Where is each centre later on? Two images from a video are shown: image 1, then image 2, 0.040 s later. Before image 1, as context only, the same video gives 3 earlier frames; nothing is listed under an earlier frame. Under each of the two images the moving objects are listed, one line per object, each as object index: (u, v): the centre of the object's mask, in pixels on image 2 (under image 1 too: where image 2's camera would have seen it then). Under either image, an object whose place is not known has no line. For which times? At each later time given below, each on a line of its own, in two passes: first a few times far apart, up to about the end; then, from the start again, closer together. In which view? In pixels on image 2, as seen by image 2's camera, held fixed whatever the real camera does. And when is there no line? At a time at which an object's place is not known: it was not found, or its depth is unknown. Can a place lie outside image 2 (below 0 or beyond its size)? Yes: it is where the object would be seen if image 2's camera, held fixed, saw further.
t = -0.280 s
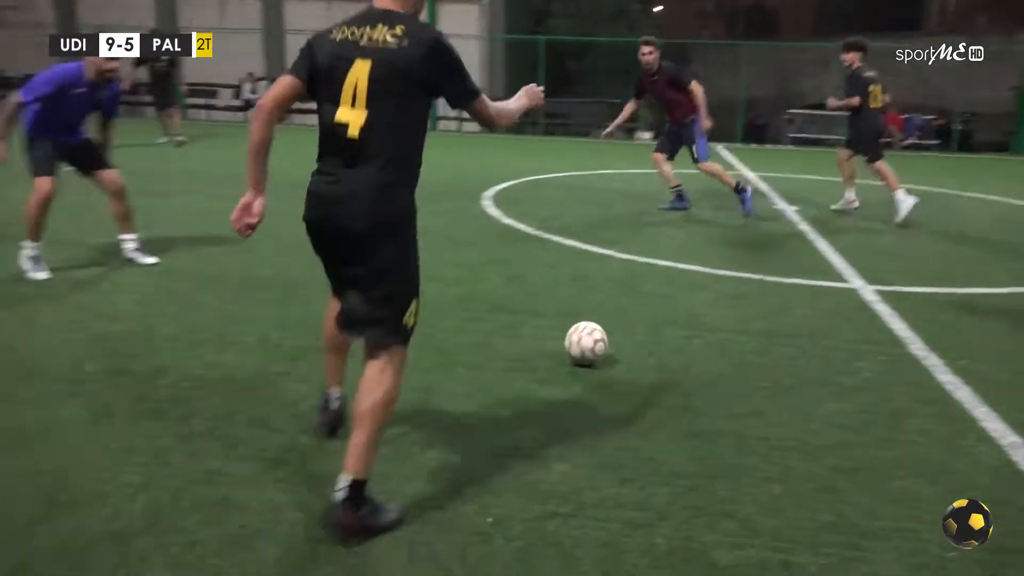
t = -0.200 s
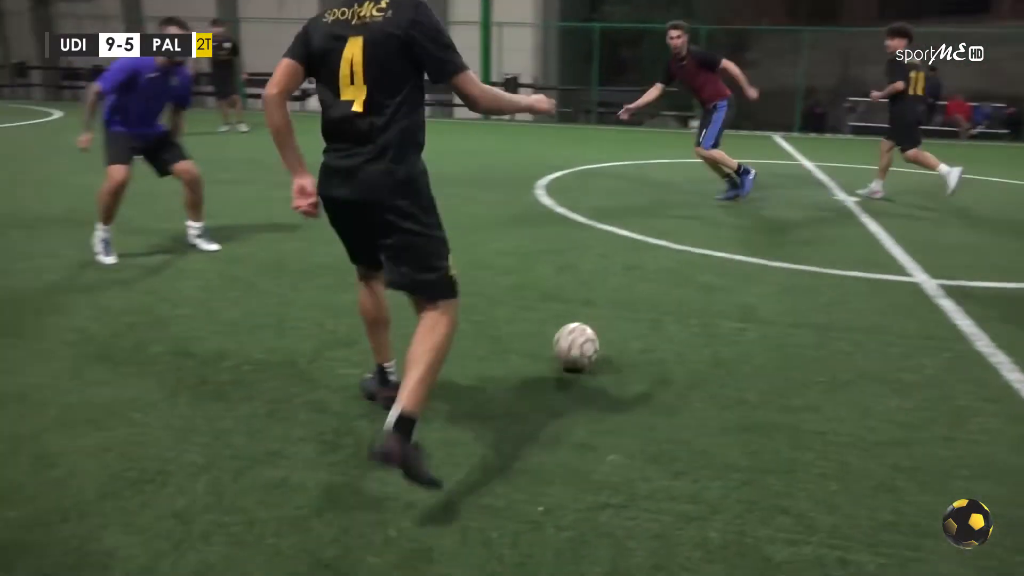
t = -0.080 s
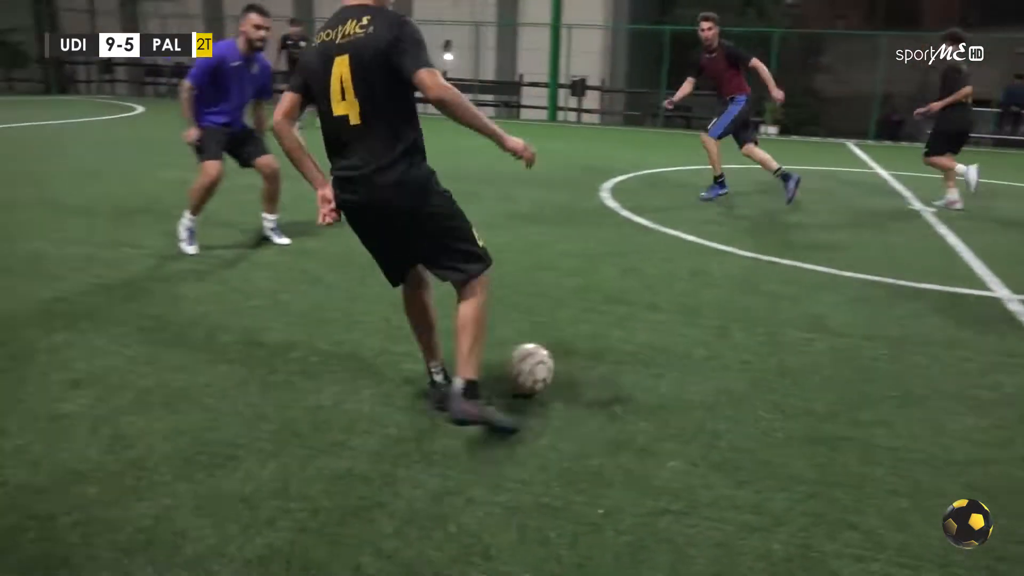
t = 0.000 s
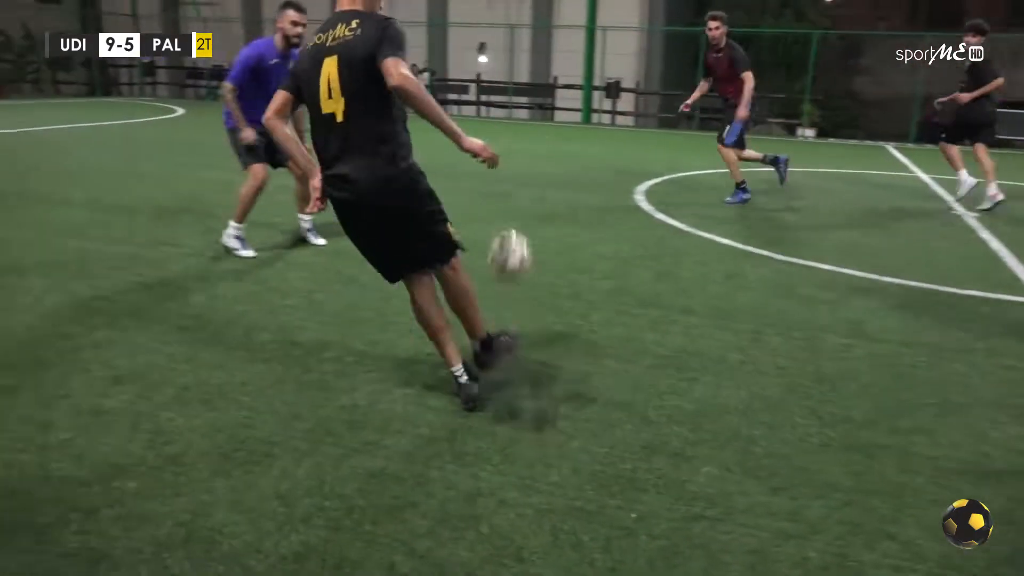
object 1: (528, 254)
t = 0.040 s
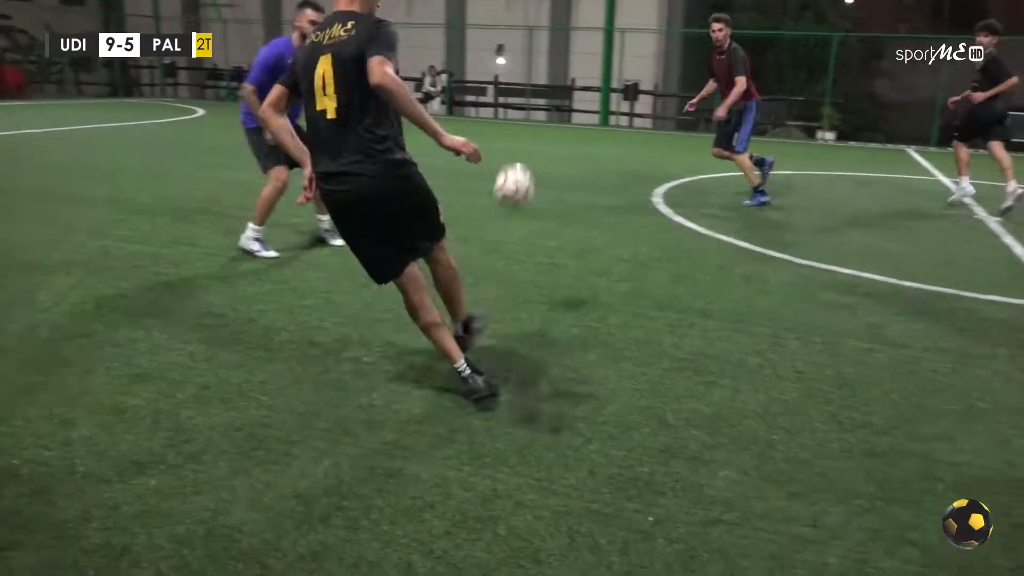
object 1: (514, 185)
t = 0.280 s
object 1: (456, -30)
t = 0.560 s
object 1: (416, -80)
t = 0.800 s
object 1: (393, -63)
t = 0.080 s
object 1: (501, 127)
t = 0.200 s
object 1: (471, 13)
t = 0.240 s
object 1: (464, -10)
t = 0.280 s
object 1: (456, -30)
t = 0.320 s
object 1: (449, -46)
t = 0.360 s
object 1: (443, -57)
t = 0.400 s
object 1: (437, -66)
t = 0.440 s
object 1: (431, -72)
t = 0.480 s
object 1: (426, -76)
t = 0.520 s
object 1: (421, -79)
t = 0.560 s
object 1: (416, -80)
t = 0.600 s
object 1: (411, -80)
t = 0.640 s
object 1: (407, -79)
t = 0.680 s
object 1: (404, -77)
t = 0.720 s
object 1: (400, -74)
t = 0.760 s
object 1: (396, -69)
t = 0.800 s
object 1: (393, -63)
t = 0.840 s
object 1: (389, -57)
